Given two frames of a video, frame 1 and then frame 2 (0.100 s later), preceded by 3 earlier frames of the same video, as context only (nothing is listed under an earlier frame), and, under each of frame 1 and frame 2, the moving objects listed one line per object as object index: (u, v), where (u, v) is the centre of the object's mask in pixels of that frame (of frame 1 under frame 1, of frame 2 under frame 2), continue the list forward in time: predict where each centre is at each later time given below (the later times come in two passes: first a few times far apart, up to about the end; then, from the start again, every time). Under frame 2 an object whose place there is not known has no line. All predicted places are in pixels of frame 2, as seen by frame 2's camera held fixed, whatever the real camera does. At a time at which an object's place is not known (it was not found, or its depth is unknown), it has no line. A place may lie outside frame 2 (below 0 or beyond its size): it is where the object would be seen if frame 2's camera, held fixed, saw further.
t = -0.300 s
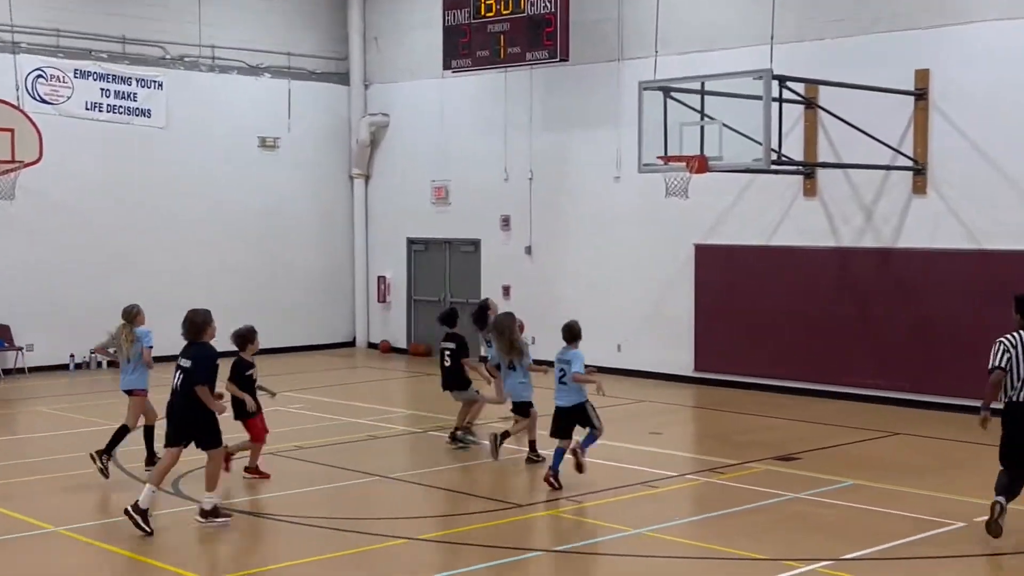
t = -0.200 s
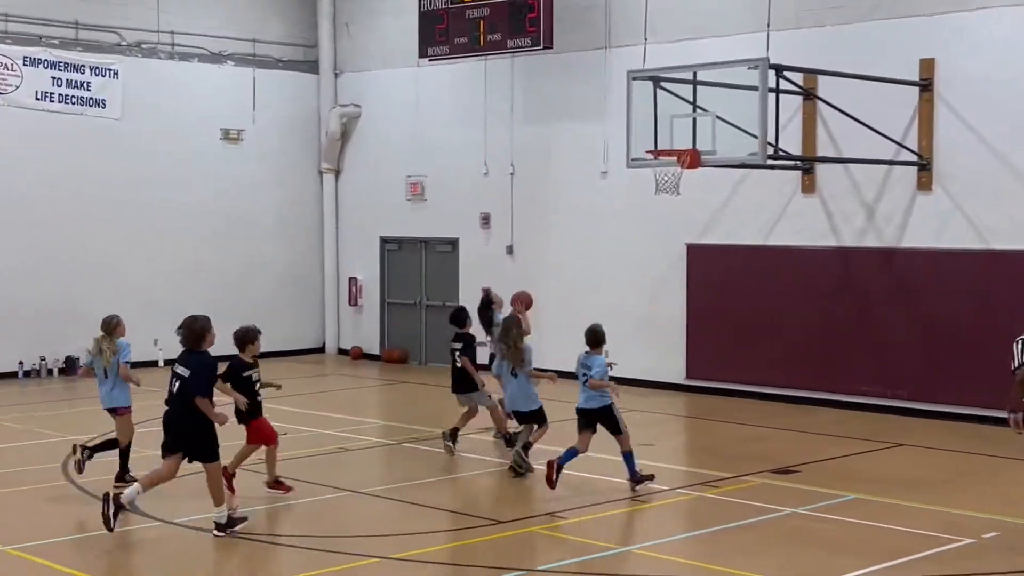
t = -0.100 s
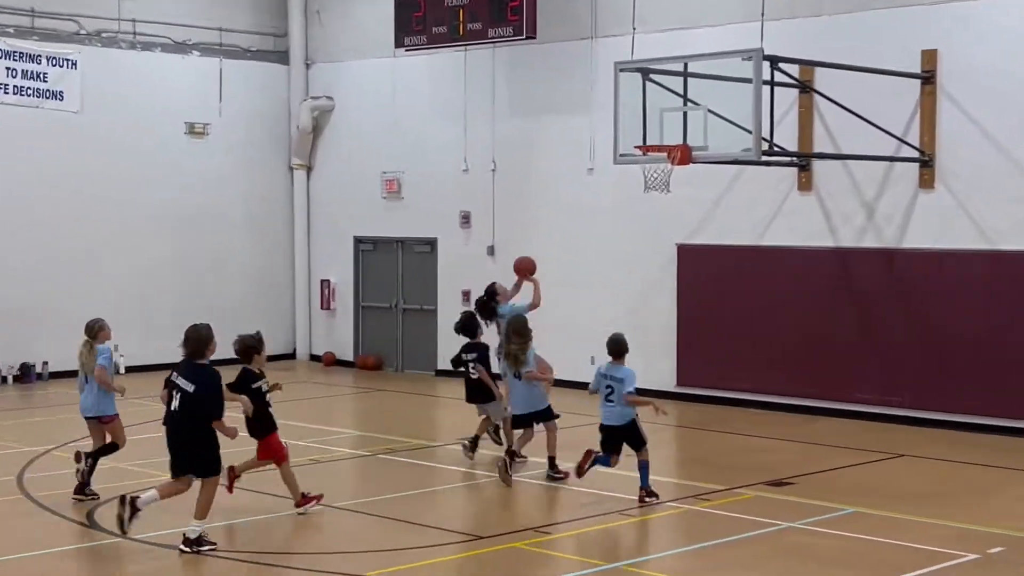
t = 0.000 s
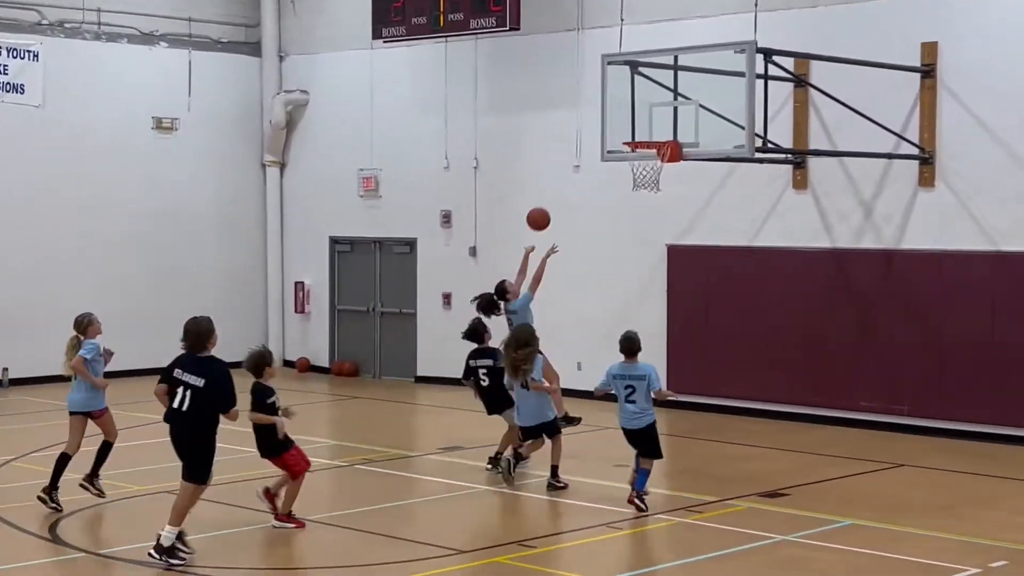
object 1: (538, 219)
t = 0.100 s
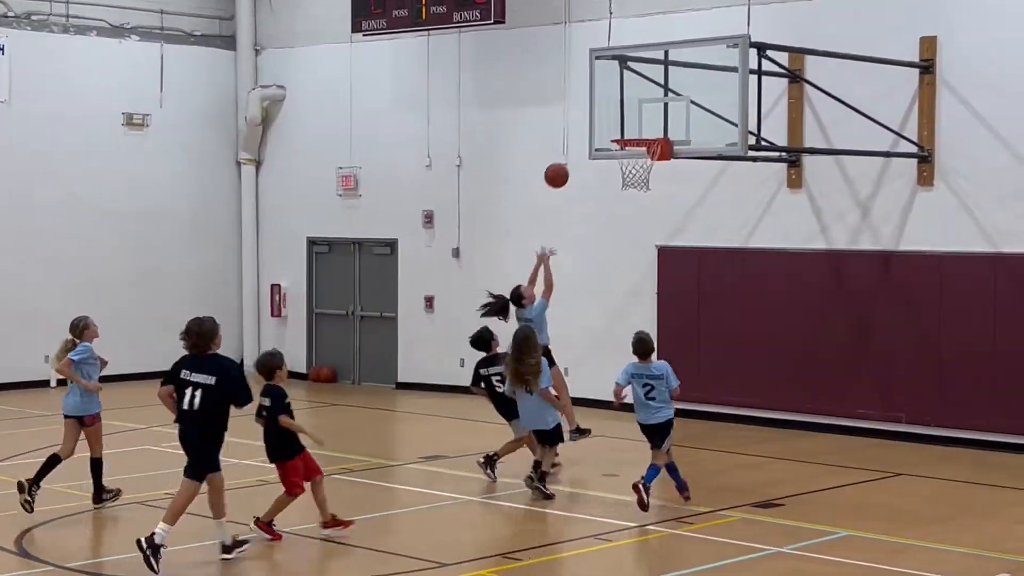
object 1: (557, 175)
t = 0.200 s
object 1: (588, 142)
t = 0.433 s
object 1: (639, 112)
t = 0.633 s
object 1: (635, 132)
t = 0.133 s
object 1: (567, 163)
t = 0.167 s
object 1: (577, 152)
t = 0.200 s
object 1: (588, 142)
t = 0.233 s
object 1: (599, 133)
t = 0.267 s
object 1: (610, 125)
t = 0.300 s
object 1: (620, 119)
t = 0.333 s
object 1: (631, 114)
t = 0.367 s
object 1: (641, 110)
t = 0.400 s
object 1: (641, 110)
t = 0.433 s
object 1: (639, 112)
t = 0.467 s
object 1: (636, 115)
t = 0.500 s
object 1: (634, 120)
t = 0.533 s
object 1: (631, 125)
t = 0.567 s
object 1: (629, 130)
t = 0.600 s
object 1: (630, 132)
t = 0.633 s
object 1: (635, 132)
